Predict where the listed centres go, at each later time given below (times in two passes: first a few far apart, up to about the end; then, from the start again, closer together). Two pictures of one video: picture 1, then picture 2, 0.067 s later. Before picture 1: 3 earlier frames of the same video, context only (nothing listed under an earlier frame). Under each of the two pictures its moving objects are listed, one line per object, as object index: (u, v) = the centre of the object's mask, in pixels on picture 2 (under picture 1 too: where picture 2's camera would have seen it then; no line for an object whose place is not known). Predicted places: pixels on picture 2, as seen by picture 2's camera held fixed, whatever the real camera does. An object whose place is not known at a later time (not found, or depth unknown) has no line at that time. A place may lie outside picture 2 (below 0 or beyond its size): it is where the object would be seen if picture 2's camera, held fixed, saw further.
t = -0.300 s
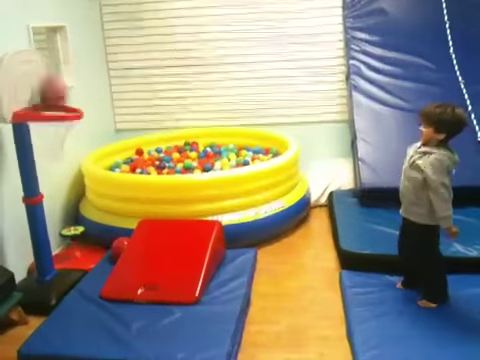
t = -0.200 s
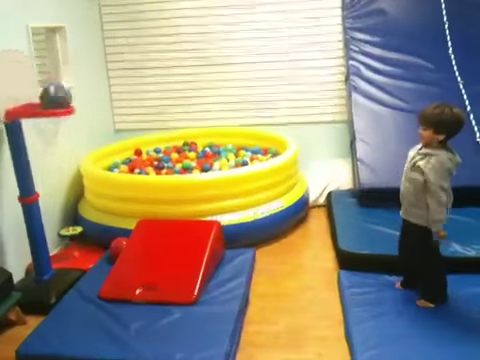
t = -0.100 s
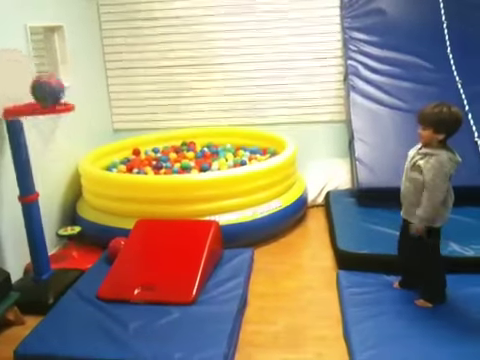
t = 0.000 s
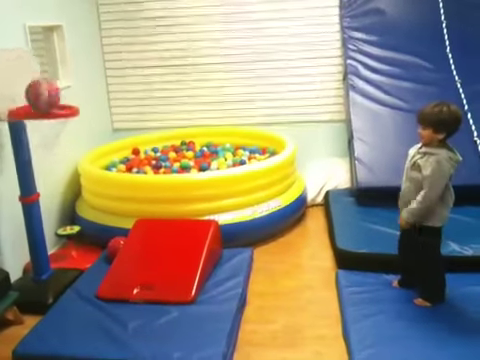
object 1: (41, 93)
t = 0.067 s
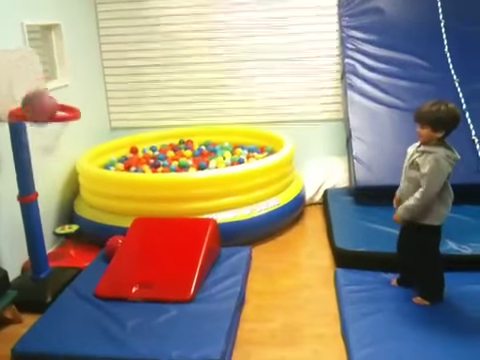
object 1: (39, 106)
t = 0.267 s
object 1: (49, 205)
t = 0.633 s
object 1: (50, 333)
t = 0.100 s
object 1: (38, 117)
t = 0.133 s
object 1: (43, 129)
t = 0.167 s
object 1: (45, 144)
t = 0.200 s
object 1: (45, 161)
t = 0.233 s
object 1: (46, 181)
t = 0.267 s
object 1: (49, 205)
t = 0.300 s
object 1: (50, 234)
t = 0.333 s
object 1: (50, 265)
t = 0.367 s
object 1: (52, 291)
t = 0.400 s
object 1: (55, 322)
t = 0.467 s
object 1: (55, 325)
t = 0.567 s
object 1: (50, 325)
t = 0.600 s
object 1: (50, 326)
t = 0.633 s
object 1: (50, 333)
